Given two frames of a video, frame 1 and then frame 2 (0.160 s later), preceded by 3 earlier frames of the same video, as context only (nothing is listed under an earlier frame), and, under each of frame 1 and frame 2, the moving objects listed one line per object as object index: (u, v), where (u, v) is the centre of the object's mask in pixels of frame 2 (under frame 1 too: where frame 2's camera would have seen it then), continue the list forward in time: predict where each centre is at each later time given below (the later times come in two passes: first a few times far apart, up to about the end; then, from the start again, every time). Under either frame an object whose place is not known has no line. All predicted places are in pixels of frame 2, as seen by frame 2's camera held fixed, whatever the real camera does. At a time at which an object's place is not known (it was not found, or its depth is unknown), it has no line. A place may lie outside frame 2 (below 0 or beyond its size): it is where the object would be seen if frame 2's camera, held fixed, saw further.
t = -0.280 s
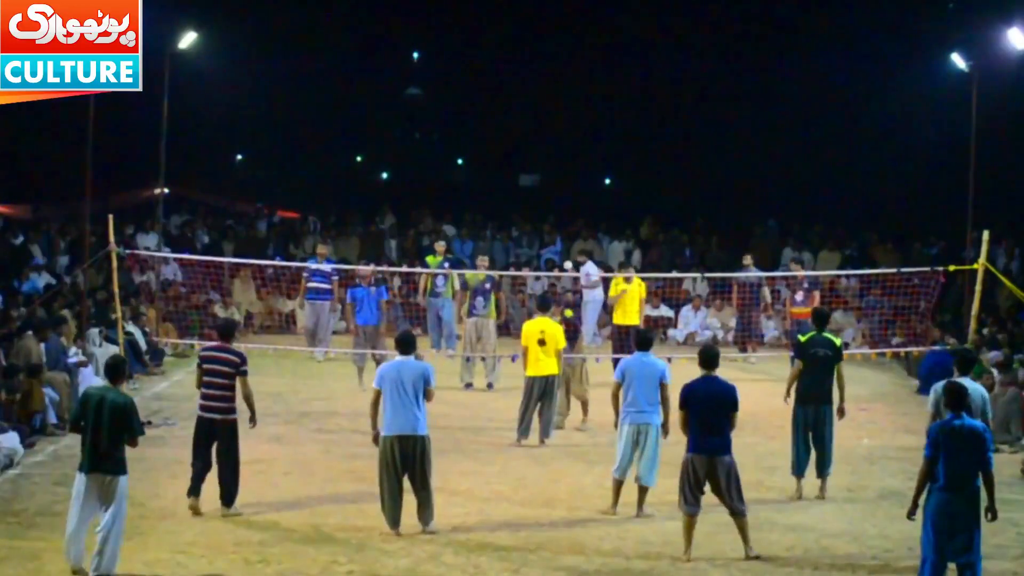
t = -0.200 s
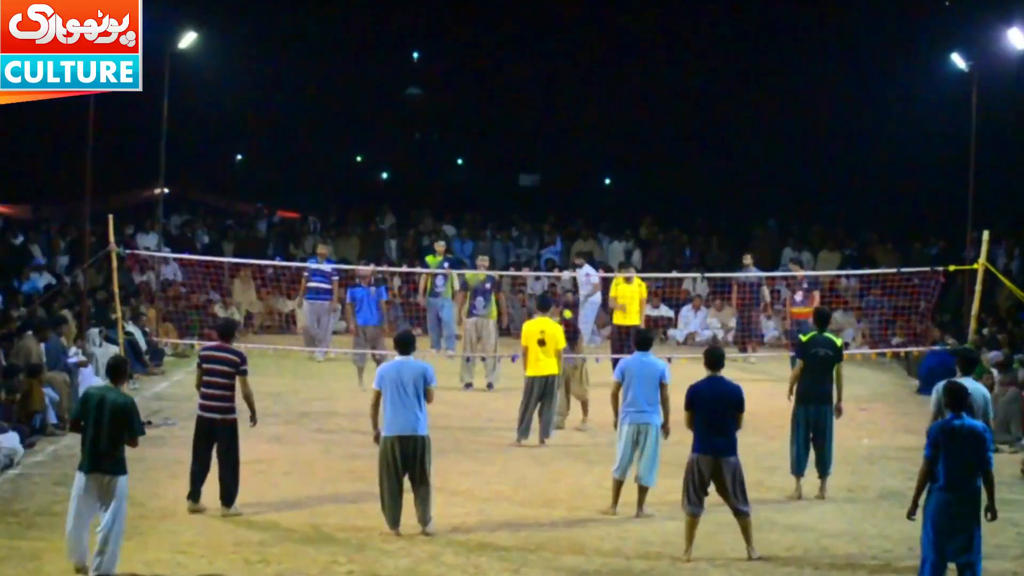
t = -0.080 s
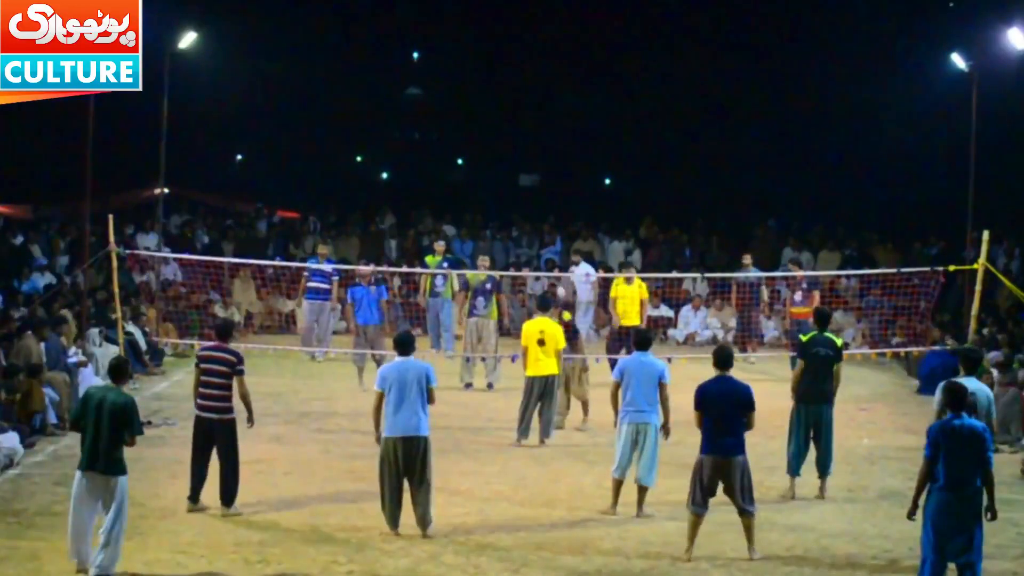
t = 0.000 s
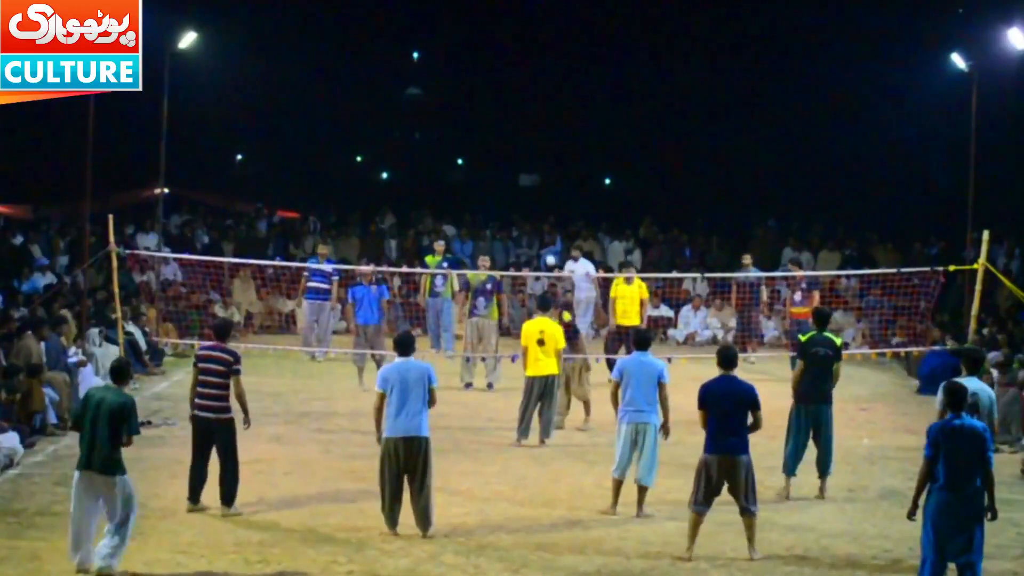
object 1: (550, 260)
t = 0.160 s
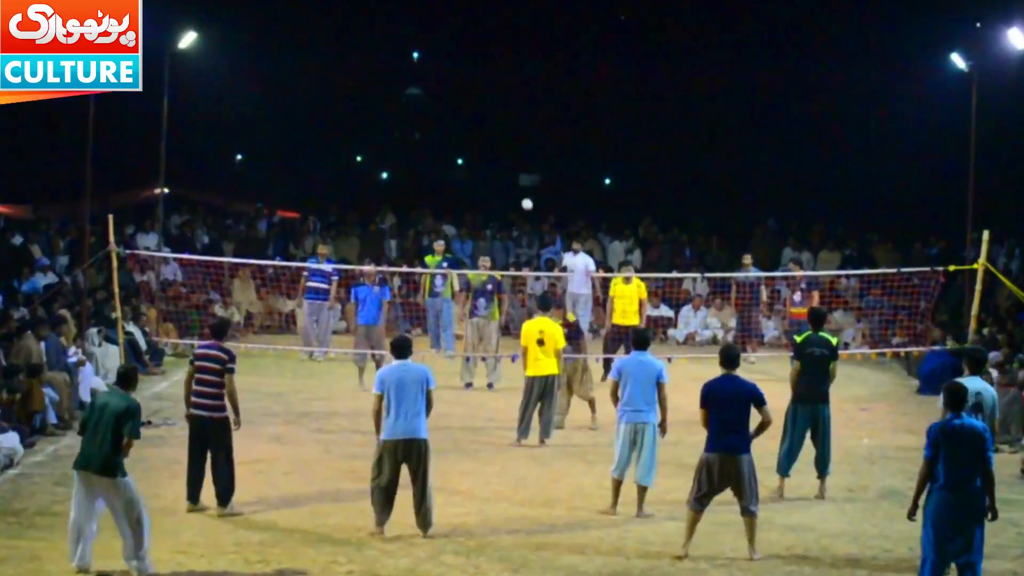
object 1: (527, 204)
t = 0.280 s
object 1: (507, 169)
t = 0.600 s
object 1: (447, 110)
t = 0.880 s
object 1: (376, 115)
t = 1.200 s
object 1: (271, 212)
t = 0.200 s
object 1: (520, 192)
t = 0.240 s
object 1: (514, 179)
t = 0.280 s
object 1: (507, 169)
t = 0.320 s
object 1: (501, 158)
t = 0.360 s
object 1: (494, 148)
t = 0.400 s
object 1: (487, 140)
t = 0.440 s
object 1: (479, 132)
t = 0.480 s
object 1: (472, 125)
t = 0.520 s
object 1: (464, 119)
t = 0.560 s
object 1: (455, 114)
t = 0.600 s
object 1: (447, 110)
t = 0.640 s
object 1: (438, 107)
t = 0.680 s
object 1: (428, 105)
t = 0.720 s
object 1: (418, 105)
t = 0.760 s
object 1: (408, 106)
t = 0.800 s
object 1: (398, 108)
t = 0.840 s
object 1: (387, 111)
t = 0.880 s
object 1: (376, 115)
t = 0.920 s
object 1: (365, 121)
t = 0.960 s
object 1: (353, 129)
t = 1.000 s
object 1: (341, 138)
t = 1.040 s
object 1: (328, 149)
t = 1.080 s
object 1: (315, 161)
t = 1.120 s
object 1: (301, 176)
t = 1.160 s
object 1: (287, 193)
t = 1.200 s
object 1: (271, 212)
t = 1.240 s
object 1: (256, 233)
